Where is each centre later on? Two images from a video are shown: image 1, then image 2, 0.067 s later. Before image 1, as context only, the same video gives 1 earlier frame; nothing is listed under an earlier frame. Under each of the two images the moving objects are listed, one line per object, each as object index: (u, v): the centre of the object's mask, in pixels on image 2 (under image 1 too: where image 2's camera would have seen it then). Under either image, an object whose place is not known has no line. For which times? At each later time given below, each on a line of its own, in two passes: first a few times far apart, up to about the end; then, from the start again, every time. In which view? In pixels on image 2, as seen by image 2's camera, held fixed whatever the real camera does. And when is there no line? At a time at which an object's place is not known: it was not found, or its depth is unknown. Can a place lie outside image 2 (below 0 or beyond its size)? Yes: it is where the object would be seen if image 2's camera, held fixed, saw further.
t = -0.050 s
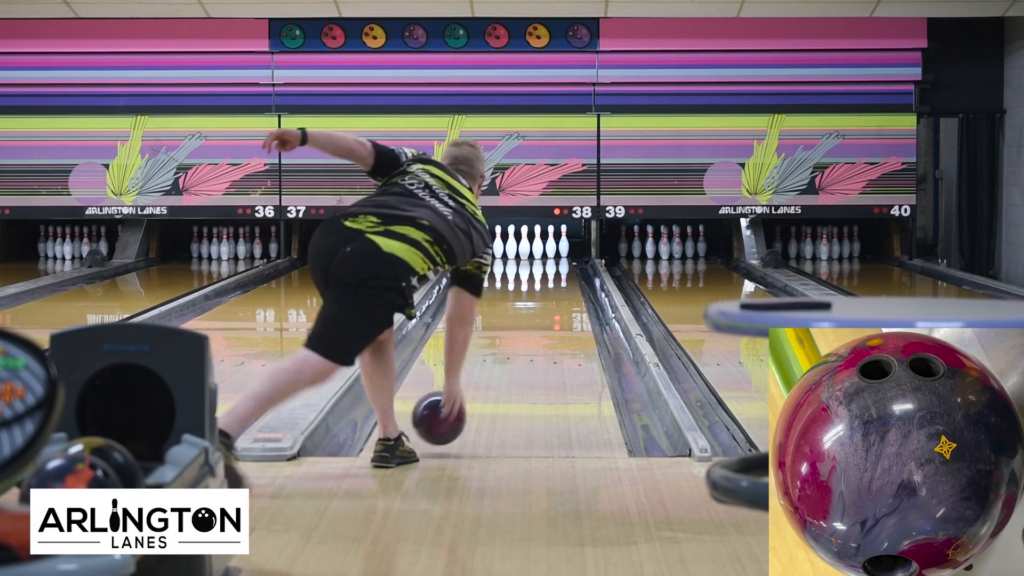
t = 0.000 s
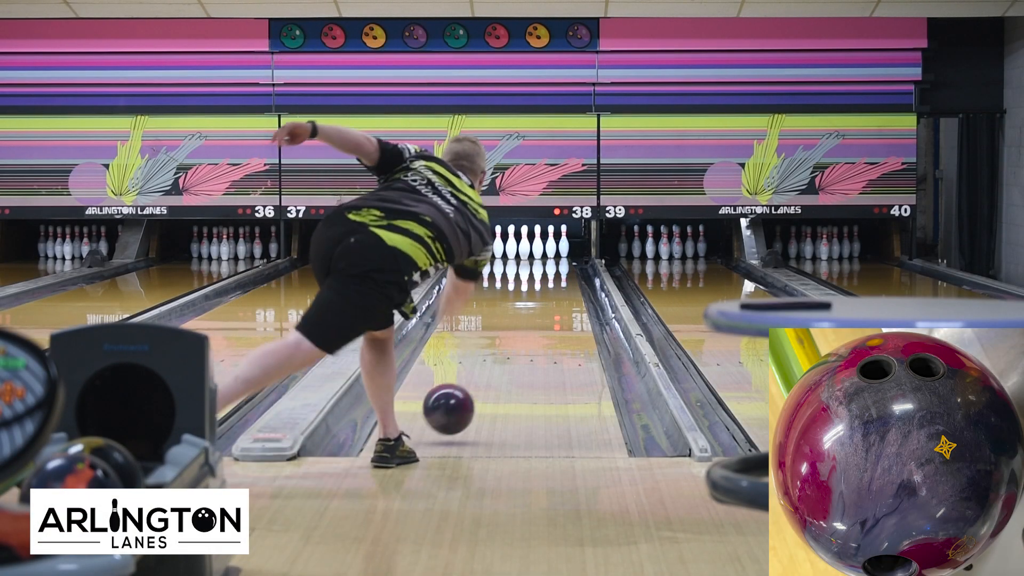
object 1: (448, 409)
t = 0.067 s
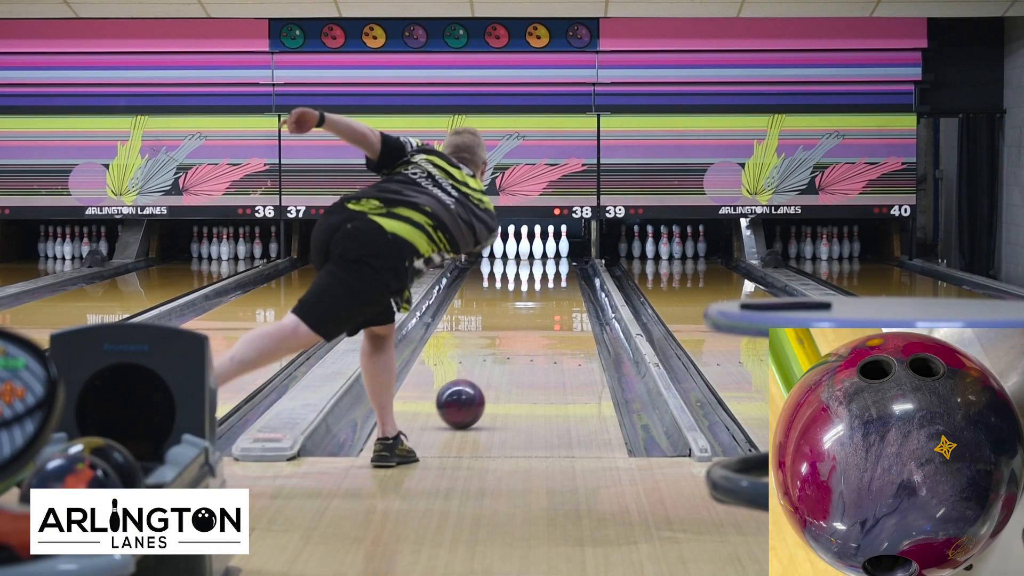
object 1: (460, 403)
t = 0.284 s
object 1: (491, 369)
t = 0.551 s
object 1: (518, 337)
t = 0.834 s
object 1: (537, 313)
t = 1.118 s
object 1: (550, 295)
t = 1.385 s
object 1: (557, 281)
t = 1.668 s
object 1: (558, 269)
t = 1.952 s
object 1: (552, 260)
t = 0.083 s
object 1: (463, 400)
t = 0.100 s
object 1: (466, 397)
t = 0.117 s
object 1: (468, 395)
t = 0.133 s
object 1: (471, 392)
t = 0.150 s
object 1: (473, 389)
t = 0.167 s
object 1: (476, 386)
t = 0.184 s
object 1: (478, 384)
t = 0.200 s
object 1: (480, 381)
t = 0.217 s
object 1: (483, 378)
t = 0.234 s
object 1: (485, 376)
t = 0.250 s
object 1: (487, 374)
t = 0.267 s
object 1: (489, 371)
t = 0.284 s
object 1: (491, 369)
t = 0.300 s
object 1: (493, 367)
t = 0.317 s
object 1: (495, 364)
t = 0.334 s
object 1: (497, 362)
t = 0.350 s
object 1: (498, 360)
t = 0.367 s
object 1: (500, 358)
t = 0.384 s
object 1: (502, 356)
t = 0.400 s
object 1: (504, 354)
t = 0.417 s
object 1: (506, 352)
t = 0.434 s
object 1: (507, 350)
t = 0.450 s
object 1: (509, 348)
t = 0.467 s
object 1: (510, 346)
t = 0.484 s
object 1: (512, 345)
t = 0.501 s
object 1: (514, 345)
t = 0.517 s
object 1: (518, 343)
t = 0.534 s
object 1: (519, 340)
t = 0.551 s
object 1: (518, 337)
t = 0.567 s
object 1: (519, 336)
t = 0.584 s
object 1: (520, 334)
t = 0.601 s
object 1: (521, 333)
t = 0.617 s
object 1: (522, 331)
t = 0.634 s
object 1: (524, 329)
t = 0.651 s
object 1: (525, 328)
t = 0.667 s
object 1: (526, 327)
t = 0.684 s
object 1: (527, 325)
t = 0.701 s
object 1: (528, 324)
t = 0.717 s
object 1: (529, 322)
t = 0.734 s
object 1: (531, 321)
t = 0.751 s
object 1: (532, 319)
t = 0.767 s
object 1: (533, 318)
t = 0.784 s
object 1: (534, 317)
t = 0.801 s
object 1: (535, 316)
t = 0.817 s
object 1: (536, 314)
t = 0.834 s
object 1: (537, 313)
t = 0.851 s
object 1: (537, 312)
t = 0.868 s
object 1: (539, 311)
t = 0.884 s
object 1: (539, 310)
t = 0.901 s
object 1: (540, 309)
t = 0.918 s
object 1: (541, 308)
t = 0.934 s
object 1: (542, 307)
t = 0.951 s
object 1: (543, 305)
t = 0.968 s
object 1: (544, 304)
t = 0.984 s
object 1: (544, 303)
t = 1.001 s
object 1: (545, 302)
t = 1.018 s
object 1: (546, 301)
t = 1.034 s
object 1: (546, 300)
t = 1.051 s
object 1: (547, 299)
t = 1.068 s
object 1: (548, 298)
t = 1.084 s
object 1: (548, 297)
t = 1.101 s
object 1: (549, 296)
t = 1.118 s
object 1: (550, 295)
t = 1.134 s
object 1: (550, 294)
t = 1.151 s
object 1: (551, 293)
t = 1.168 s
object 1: (551, 292)
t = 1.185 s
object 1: (552, 291)
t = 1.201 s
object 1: (552, 290)
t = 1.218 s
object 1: (553, 289)
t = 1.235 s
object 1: (554, 288)
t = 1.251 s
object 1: (554, 287)
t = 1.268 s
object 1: (554, 286)
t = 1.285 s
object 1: (555, 285)
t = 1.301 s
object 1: (555, 284)
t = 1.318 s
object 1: (556, 284)
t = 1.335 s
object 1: (556, 283)
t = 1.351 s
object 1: (556, 282)
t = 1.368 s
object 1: (557, 281)
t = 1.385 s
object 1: (557, 281)
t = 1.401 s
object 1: (557, 280)
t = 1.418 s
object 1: (557, 279)
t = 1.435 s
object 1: (558, 278)
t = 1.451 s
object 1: (558, 278)
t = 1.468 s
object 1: (558, 277)
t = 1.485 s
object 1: (558, 276)
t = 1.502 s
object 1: (558, 275)
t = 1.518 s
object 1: (558, 275)
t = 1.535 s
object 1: (558, 274)
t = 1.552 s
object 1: (558, 273)
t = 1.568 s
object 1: (558, 273)
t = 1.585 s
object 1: (558, 272)
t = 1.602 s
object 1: (558, 271)
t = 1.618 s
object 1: (558, 271)
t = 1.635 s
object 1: (558, 270)
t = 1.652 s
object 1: (558, 269)
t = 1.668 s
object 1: (558, 269)
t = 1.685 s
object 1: (558, 268)
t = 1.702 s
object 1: (558, 268)
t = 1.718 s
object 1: (558, 267)
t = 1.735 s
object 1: (558, 267)
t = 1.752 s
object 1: (557, 266)
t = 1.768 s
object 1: (557, 265)
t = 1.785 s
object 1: (557, 265)
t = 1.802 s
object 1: (556, 264)
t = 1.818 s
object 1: (556, 264)
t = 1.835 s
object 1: (556, 263)
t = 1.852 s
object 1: (555, 263)
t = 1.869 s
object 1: (554, 262)
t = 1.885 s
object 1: (554, 262)
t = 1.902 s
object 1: (553, 261)
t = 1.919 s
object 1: (553, 261)
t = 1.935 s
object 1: (552, 260)
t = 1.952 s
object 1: (552, 260)
